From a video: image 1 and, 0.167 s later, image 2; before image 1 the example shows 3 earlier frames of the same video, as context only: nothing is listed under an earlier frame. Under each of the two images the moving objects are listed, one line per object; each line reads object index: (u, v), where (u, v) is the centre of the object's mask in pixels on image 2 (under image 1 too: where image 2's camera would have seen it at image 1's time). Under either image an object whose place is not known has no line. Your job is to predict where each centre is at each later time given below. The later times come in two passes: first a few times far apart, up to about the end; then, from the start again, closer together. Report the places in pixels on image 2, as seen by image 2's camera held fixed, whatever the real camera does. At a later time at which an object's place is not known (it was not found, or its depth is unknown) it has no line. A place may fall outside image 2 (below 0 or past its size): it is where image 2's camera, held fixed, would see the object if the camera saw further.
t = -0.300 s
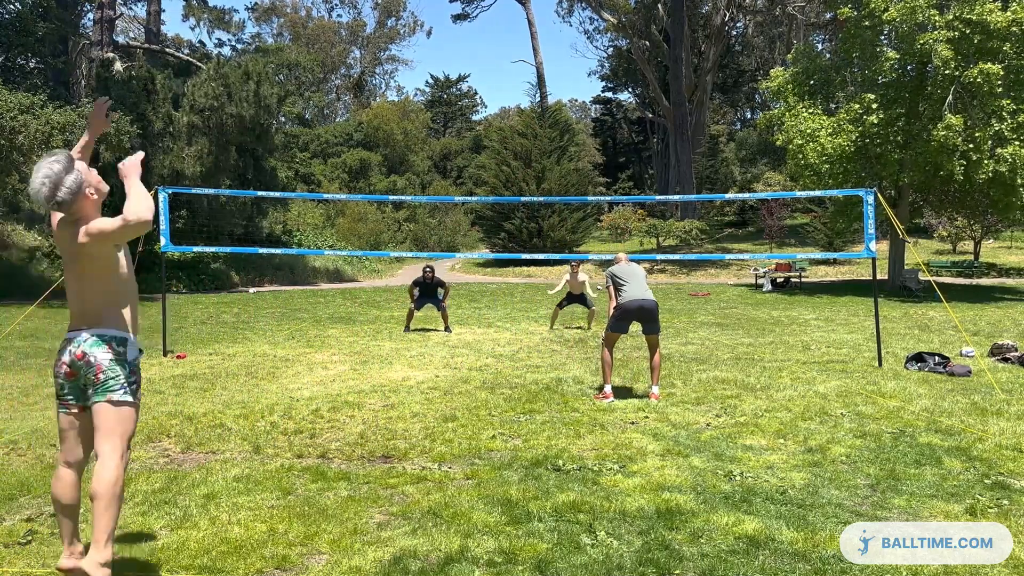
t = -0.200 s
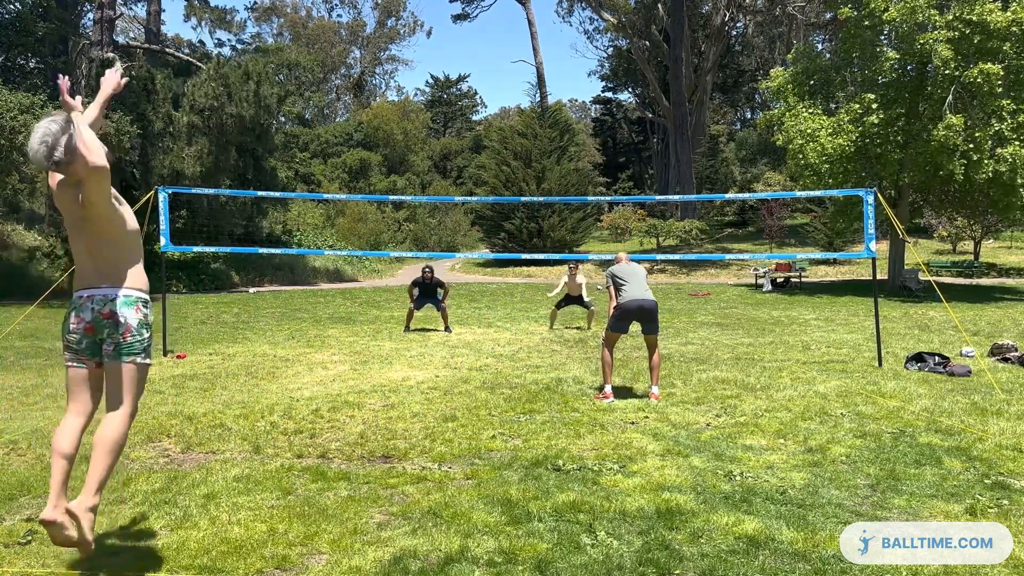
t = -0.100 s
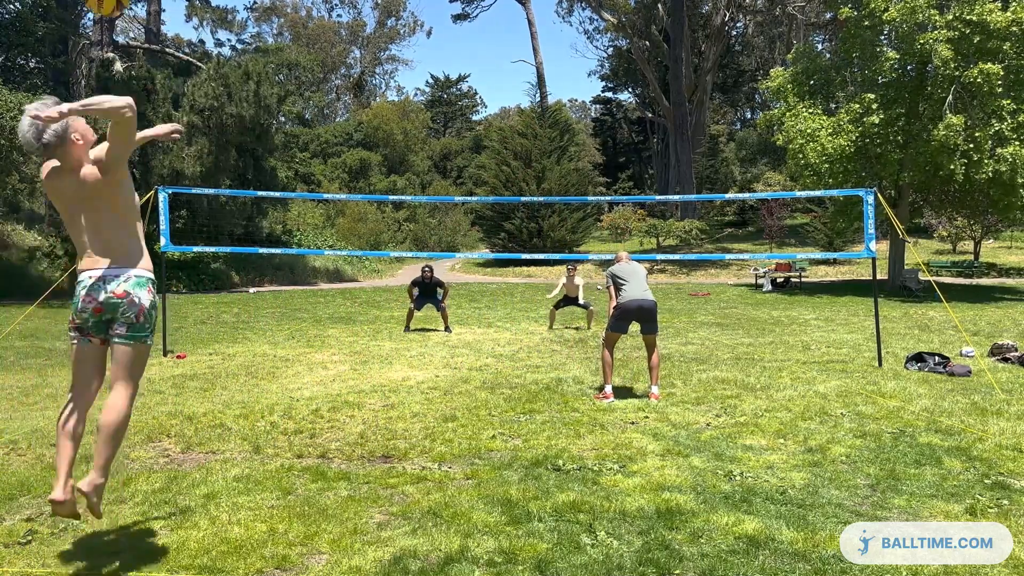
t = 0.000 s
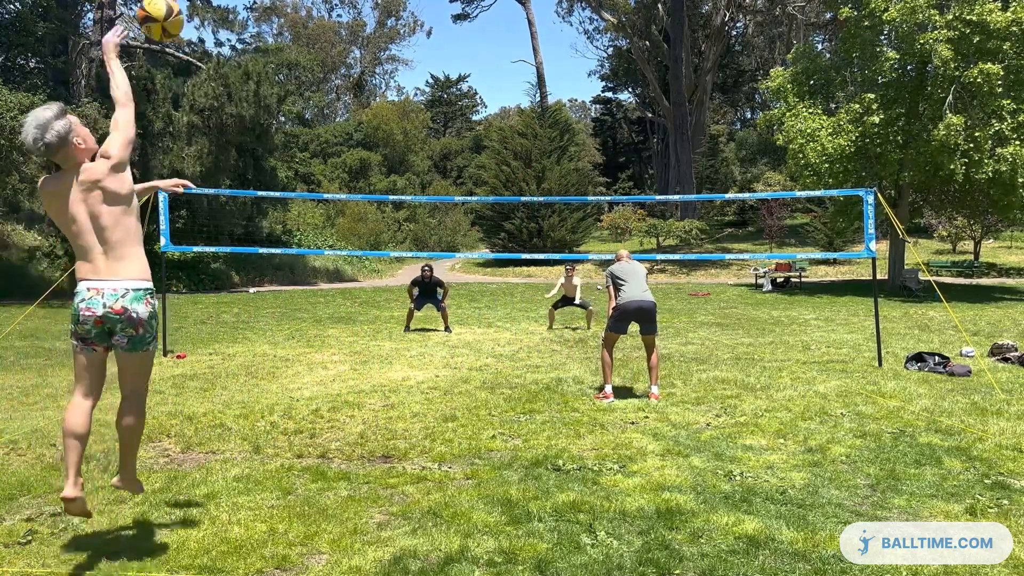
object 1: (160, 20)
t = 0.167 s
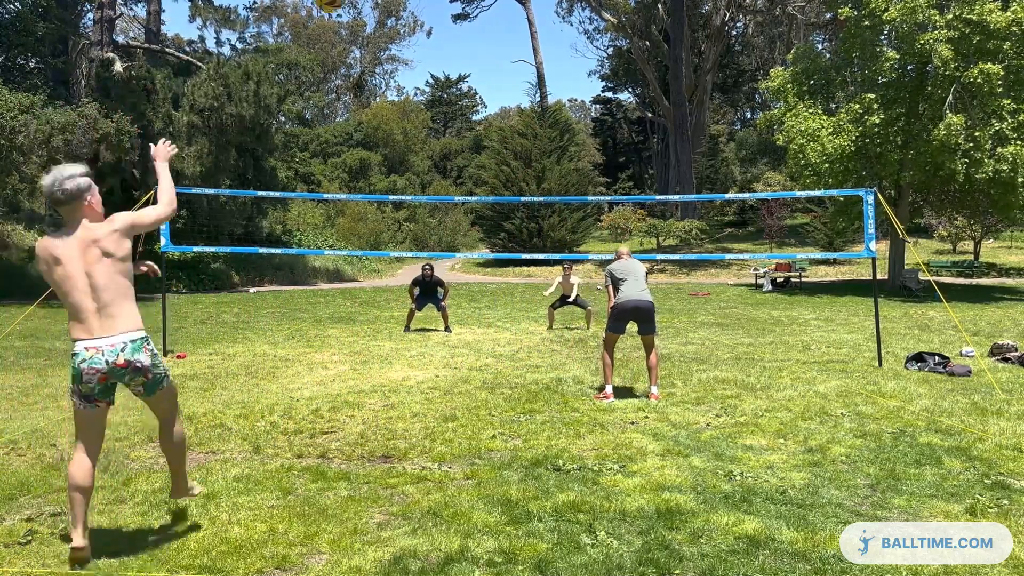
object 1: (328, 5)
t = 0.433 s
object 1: (449, 33)
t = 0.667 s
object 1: (505, 87)
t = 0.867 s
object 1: (535, 137)
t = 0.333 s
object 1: (415, 14)
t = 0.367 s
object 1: (428, 19)
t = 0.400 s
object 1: (439, 26)
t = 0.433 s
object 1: (449, 33)
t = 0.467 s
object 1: (460, 39)
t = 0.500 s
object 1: (469, 47)
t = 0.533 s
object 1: (477, 55)
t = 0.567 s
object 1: (485, 63)
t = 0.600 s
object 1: (492, 70)
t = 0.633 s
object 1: (499, 79)
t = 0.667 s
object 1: (505, 87)
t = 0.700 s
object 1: (510, 95)
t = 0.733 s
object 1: (515, 104)
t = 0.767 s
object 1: (521, 112)
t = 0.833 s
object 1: (531, 129)
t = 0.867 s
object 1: (535, 137)
